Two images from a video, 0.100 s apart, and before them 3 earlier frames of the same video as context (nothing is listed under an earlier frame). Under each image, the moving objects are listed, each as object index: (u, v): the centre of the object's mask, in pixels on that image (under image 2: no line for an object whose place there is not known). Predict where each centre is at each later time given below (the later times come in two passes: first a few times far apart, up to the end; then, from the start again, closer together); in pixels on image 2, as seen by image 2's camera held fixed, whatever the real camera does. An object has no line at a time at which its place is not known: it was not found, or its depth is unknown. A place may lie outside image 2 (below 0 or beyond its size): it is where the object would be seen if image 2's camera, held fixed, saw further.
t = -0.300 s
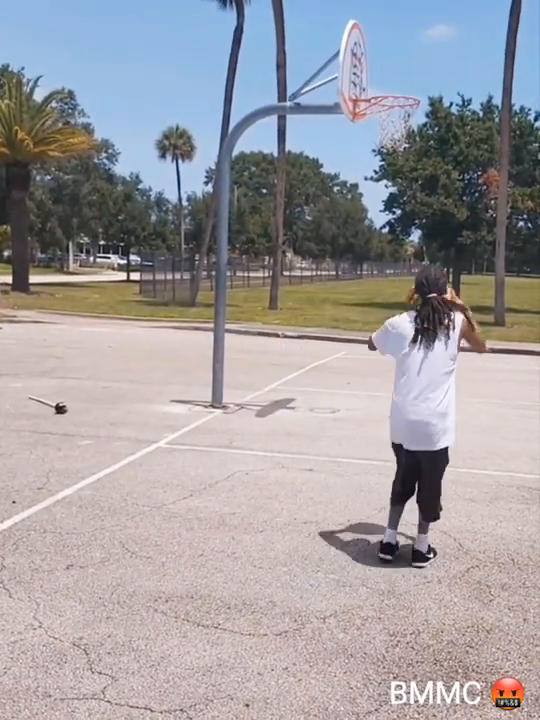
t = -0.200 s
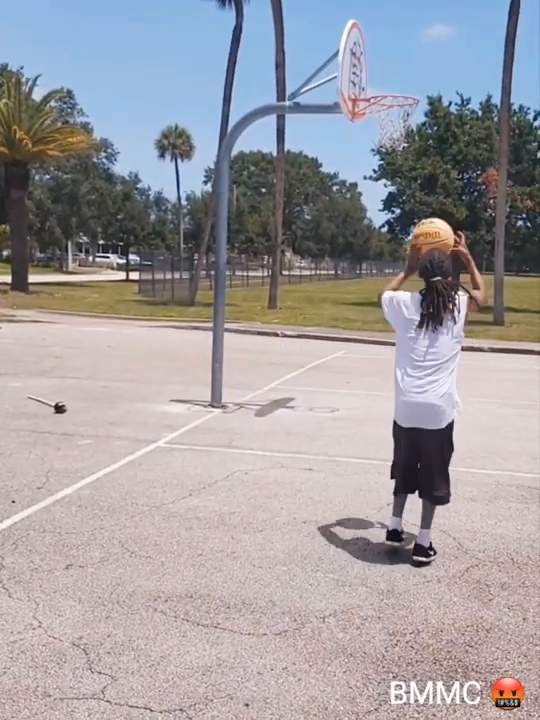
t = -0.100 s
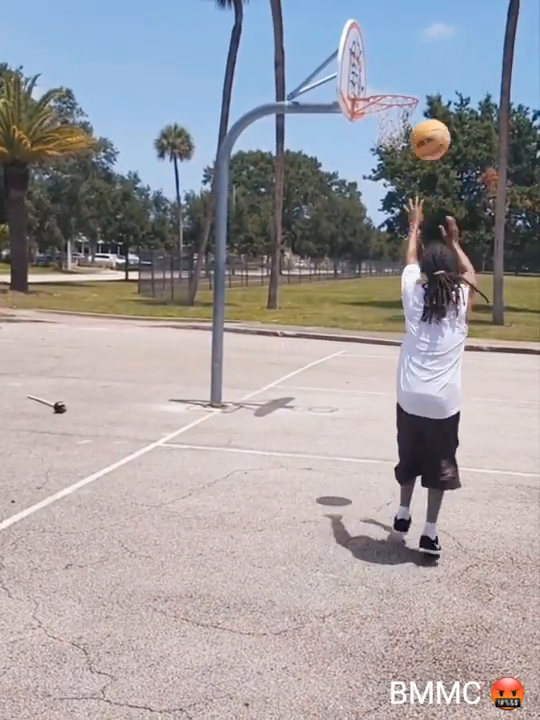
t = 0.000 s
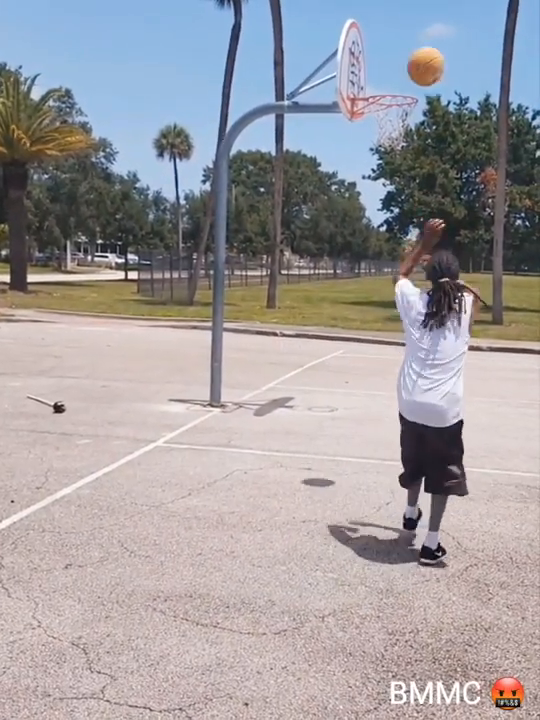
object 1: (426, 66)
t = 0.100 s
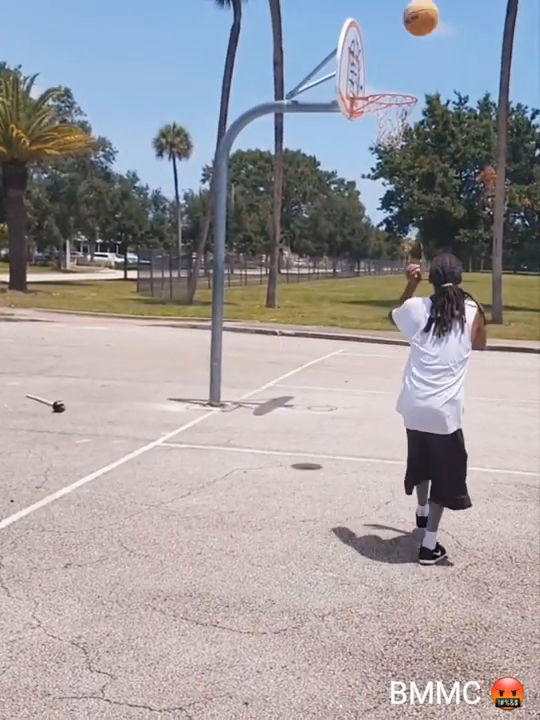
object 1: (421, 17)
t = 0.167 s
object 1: (417, 6)
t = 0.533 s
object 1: (399, 8)
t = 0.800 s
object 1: (385, 93)
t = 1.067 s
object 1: (407, 113)
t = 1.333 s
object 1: (383, 152)
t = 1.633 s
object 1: (354, 266)
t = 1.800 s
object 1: (338, 360)
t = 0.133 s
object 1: (419, 10)
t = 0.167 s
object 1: (417, 6)
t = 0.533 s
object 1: (399, 8)
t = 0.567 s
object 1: (397, 12)
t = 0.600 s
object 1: (396, 19)
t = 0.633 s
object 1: (394, 28)
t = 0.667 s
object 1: (393, 40)
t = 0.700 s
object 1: (391, 52)
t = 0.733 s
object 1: (389, 65)
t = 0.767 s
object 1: (387, 79)
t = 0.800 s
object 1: (385, 93)
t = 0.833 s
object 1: (388, 102)
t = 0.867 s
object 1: (396, 107)
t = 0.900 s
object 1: (406, 113)
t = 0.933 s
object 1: (409, 114)
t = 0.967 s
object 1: (409, 113)
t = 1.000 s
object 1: (410, 113)
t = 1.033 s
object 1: (408, 112)
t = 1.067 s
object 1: (407, 113)
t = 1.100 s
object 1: (405, 113)
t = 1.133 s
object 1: (402, 117)
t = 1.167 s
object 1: (399, 121)
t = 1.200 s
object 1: (395, 126)
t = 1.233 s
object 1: (392, 131)
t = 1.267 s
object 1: (389, 137)
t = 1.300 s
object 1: (385, 145)
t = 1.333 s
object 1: (383, 152)
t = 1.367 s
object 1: (380, 161)
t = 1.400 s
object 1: (377, 171)
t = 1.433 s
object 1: (374, 181)
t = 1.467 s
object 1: (370, 193)
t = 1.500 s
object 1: (366, 206)
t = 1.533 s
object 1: (363, 220)
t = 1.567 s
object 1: (361, 234)
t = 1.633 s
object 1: (354, 266)
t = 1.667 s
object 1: (352, 282)
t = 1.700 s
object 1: (348, 300)
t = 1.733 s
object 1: (345, 318)
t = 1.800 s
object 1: (338, 360)
